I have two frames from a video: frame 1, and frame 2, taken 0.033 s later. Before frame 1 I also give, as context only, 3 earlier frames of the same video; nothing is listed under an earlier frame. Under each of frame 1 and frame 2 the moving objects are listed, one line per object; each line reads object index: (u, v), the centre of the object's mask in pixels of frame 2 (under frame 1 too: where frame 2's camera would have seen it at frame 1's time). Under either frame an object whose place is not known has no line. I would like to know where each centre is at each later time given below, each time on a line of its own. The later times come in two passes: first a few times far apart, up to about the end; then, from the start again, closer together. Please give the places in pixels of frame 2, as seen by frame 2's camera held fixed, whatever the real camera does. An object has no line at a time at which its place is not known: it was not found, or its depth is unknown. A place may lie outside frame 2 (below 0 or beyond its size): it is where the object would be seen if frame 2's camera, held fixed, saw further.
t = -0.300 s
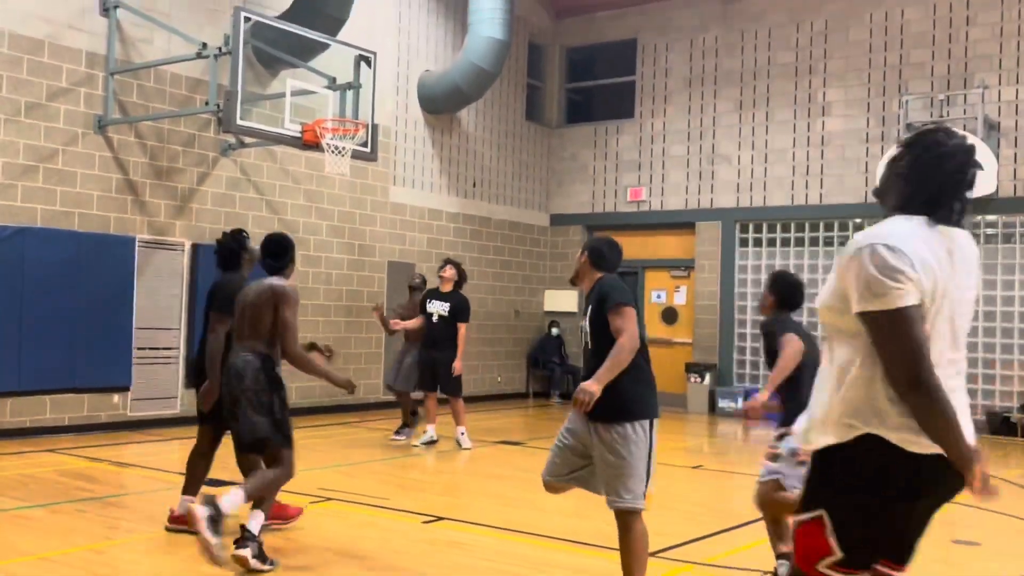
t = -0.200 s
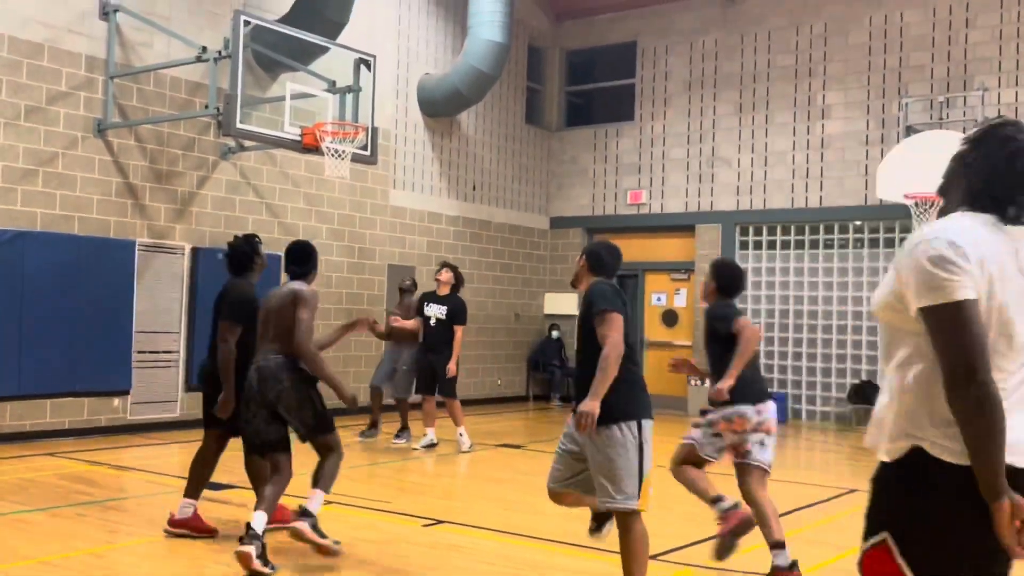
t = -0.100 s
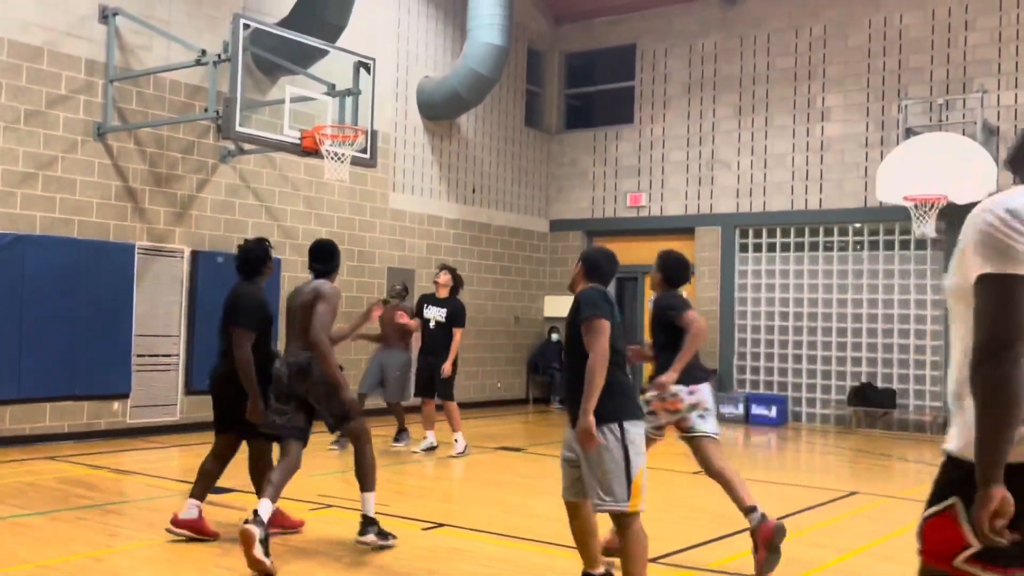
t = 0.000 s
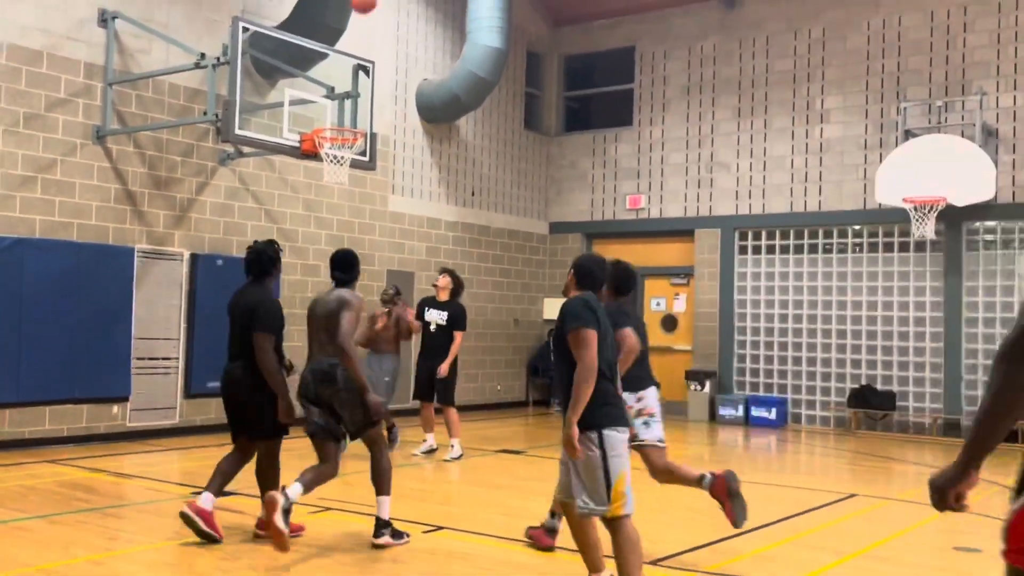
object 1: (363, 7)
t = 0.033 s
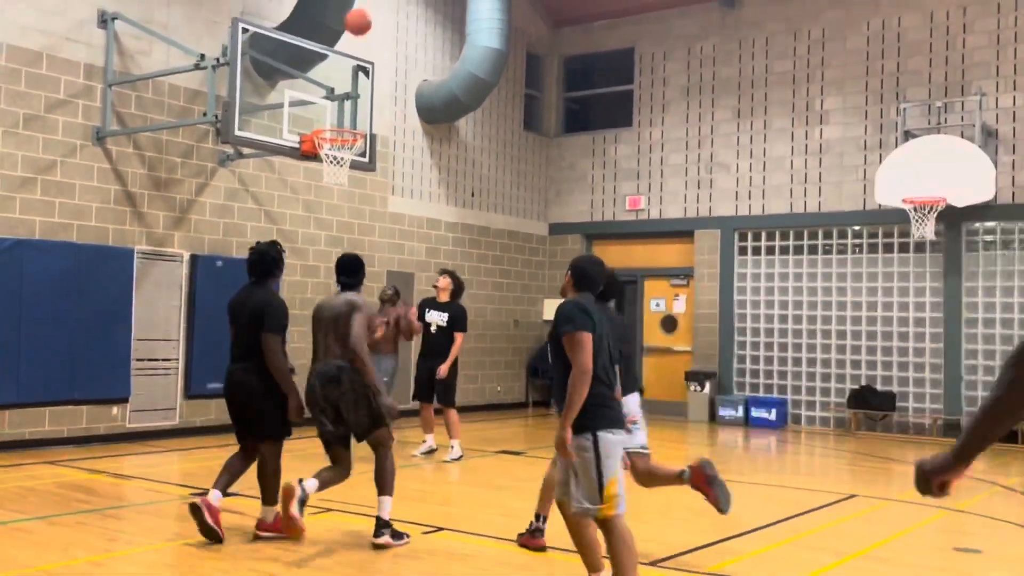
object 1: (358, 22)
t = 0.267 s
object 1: (339, 154)
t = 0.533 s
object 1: (338, 175)
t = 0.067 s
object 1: (353, 44)
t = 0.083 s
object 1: (351, 54)
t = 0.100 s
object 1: (348, 66)
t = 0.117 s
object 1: (347, 77)
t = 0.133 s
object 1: (343, 89)
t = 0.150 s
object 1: (342, 100)
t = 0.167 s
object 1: (340, 111)
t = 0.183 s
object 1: (338, 121)
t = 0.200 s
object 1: (336, 135)
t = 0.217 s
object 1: (336, 141)
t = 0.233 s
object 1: (338, 146)
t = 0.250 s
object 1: (336, 154)
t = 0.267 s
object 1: (339, 154)
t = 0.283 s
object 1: (340, 153)
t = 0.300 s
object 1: (340, 151)
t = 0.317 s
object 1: (342, 146)
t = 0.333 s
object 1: (340, 145)
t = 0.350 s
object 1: (343, 147)
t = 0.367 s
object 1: (340, 149)
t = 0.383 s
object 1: (341, 150)
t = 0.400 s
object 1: (342, 154)
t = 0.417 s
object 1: (342, 154)
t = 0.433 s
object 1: (342, 155)
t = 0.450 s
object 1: (340, 157)
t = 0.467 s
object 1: (341, 159)
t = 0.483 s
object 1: (341, 161)
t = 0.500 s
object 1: (340, 163)
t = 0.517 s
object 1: (339, 166)
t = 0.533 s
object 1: (338, 175)
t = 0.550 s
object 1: (339, 171)
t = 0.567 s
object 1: (340, 184)
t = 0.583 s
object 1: (339, 183)
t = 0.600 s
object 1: (338, 187)
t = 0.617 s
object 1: (338, 188)
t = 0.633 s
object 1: (337, 191)
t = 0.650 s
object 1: (337, 194)
